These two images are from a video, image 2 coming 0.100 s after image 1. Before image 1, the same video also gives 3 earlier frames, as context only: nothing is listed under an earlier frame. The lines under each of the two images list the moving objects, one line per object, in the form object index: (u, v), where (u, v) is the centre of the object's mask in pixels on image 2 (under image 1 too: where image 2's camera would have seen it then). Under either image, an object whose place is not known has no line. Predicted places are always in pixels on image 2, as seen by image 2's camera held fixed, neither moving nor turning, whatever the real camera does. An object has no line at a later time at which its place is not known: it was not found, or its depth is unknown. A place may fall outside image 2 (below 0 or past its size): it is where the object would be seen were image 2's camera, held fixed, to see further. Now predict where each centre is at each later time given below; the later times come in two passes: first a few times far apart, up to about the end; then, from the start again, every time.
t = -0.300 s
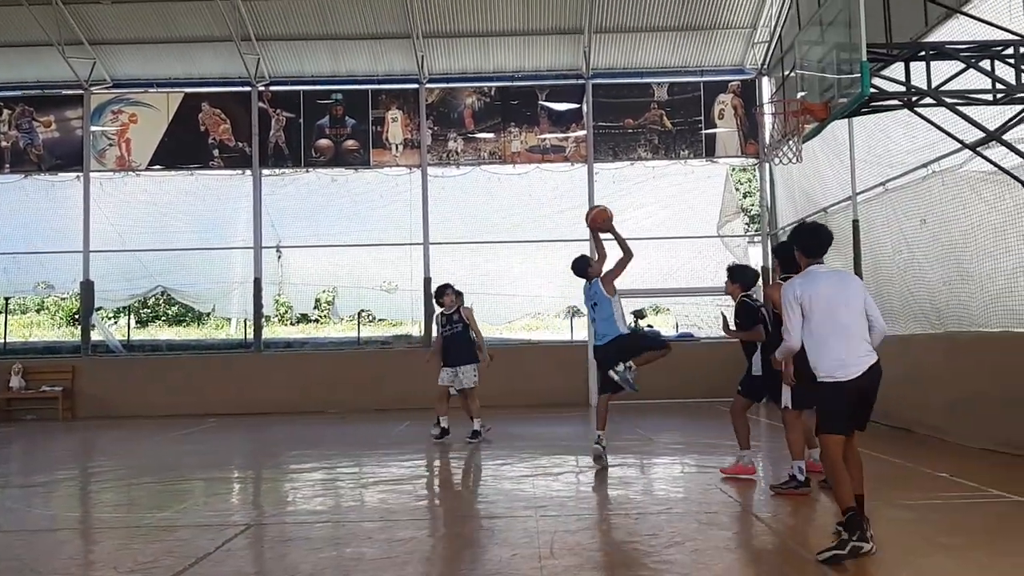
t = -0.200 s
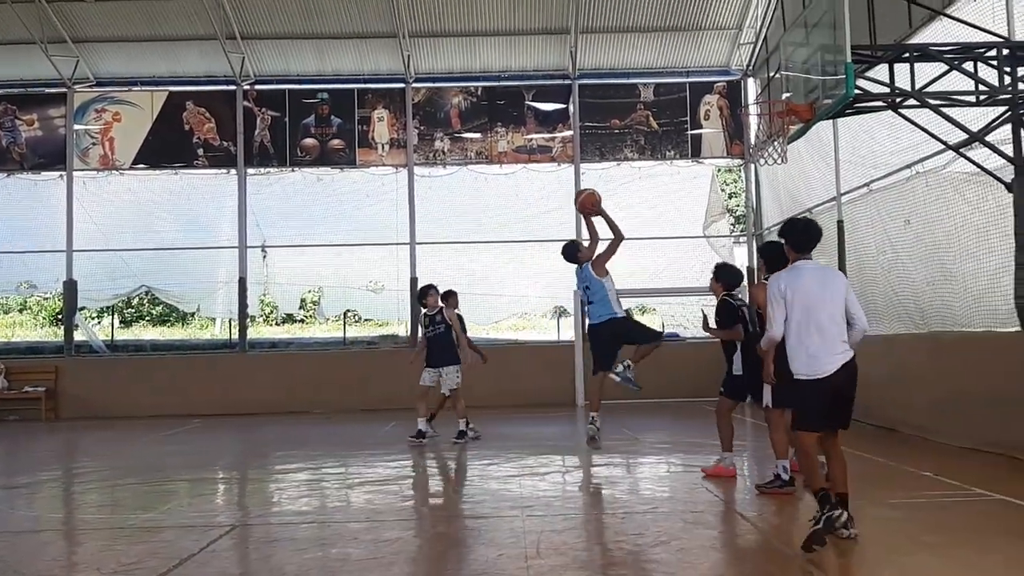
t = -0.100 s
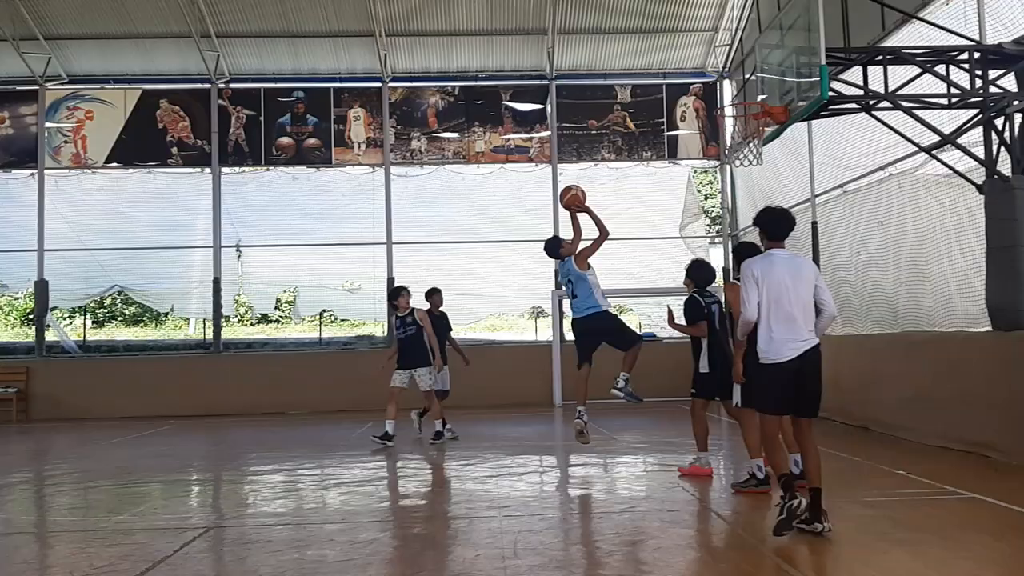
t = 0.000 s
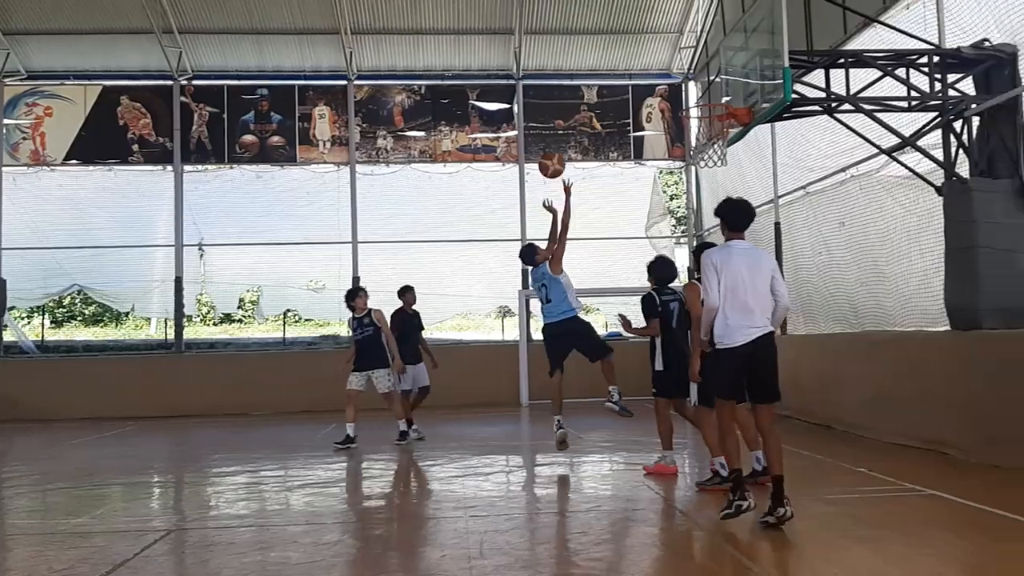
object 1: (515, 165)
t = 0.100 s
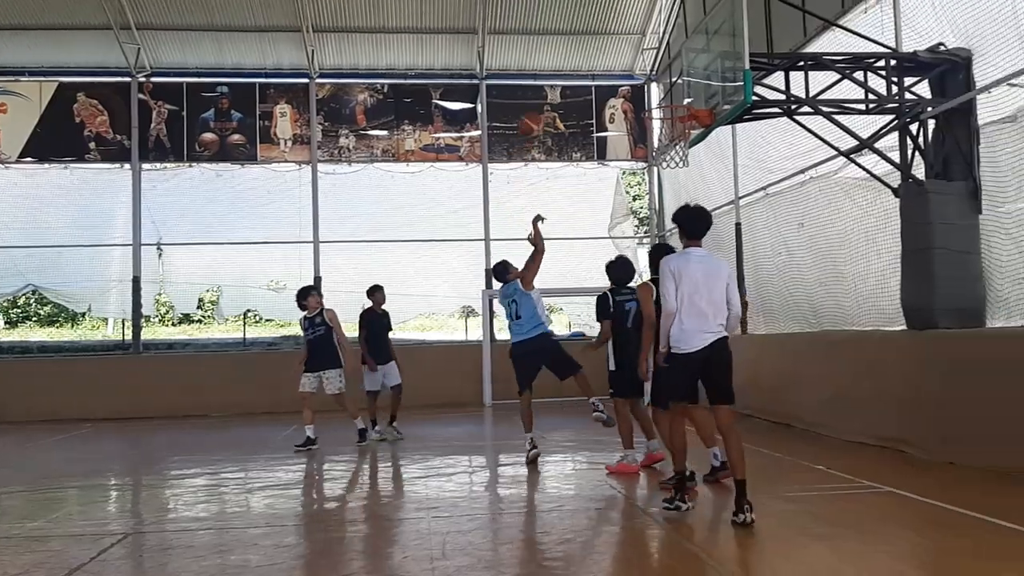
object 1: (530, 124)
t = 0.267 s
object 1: (558, 84)
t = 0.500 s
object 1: (598, 75)
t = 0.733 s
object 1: (626, 123)
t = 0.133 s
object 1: (536, 115)
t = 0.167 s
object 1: (542, 106)
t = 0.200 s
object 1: (546, 96)
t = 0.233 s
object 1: (553, 89)
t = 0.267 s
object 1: (558, 84)
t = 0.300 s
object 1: (564, 79)
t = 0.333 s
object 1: (570, 75)
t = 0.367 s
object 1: (575, 74)
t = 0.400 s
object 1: (581, 72)
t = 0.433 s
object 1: (587, 72)
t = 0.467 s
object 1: (592, 73)
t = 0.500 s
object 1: (598, 75)
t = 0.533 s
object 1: (603, 78)
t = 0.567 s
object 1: (608, 83)
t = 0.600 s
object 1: (615, 89)
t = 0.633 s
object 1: (621, 97)
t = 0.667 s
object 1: (626, 104)
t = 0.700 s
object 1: (631, 114)
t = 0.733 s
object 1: (626, 123)
